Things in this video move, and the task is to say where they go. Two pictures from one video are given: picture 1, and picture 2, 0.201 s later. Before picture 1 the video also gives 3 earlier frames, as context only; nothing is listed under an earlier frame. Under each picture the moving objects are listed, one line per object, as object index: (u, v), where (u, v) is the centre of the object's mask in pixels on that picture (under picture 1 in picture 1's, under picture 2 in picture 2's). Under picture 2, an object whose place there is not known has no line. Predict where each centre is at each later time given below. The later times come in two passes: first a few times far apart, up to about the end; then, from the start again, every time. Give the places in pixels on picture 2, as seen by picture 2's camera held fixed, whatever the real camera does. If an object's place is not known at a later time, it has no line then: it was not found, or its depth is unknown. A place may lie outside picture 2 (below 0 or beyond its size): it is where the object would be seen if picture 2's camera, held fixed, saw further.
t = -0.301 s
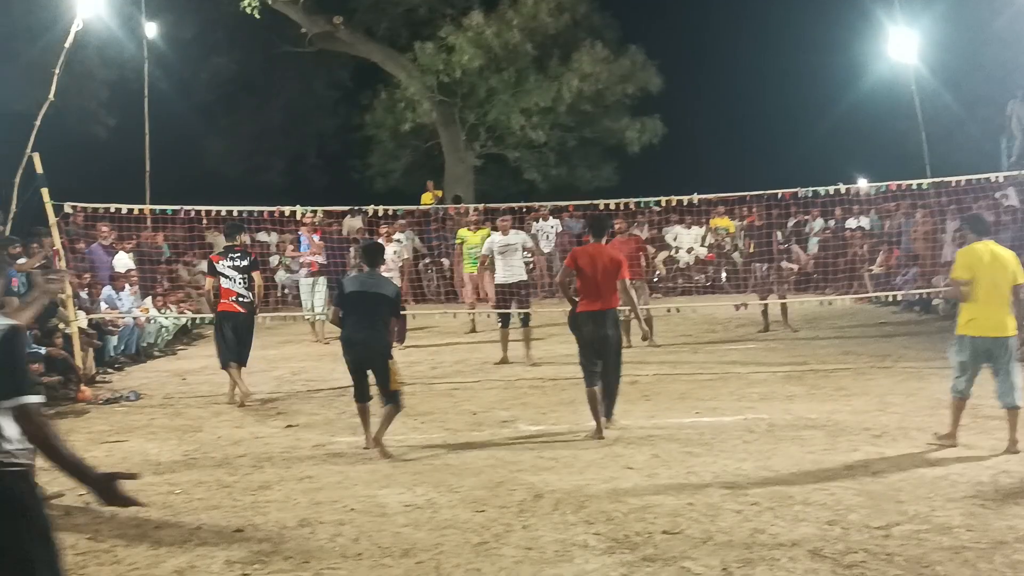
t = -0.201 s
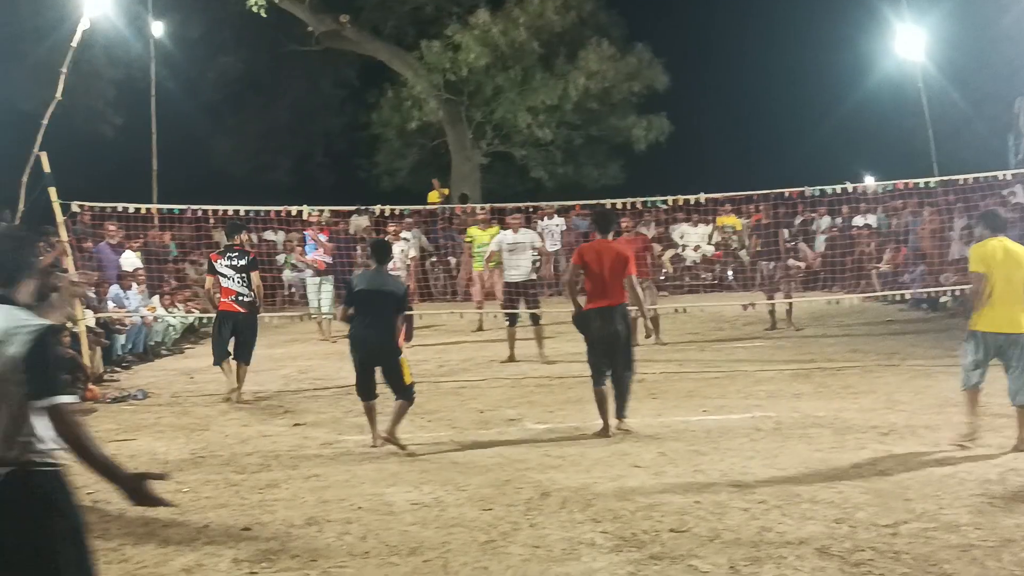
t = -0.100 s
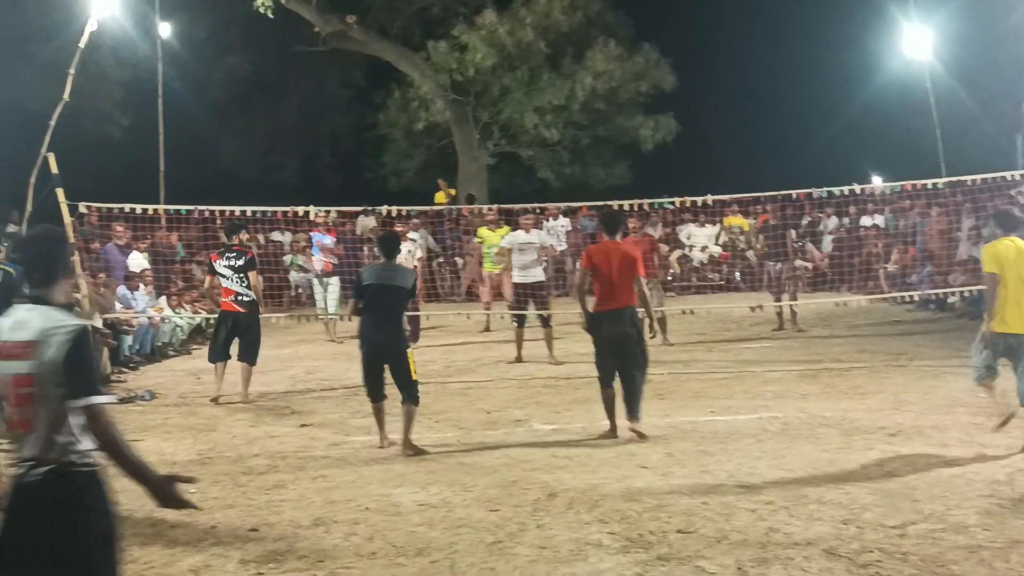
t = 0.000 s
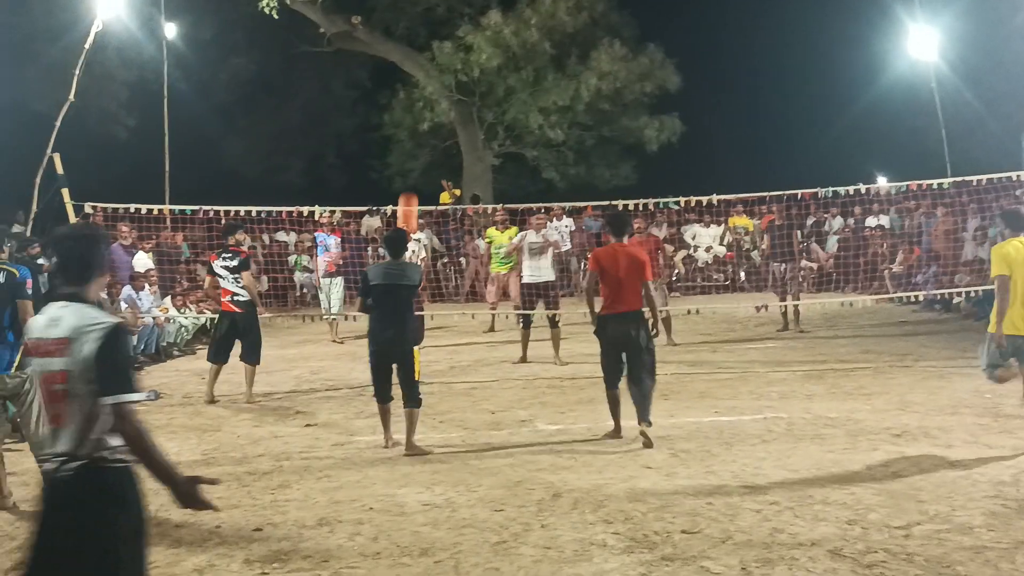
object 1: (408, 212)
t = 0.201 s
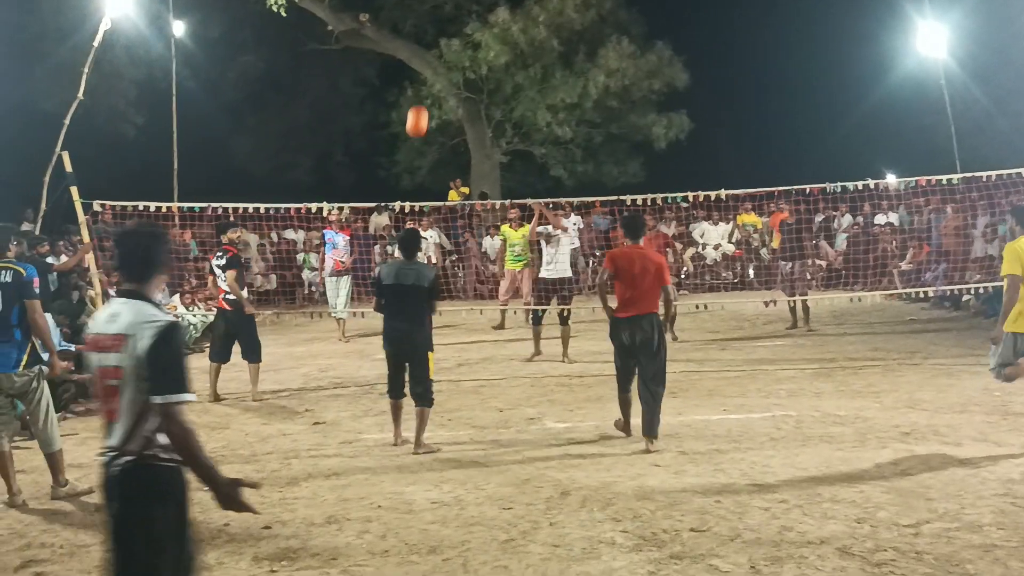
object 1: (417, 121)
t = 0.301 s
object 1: (420, 95)
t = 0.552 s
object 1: (426, 87)
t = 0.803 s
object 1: (435, 158)
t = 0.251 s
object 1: (418, 106)
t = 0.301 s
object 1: (420, 95)
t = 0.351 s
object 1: (420, 87)
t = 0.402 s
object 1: (422, 82)
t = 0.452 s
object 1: (423, 82)
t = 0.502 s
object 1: (424, 83)
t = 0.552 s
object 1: (426, 87)
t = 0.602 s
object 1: (427, 94)
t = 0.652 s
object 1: (429, 104)
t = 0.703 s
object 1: (431, 118)
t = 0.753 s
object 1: (433, 137)
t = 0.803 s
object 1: (435, 158)
